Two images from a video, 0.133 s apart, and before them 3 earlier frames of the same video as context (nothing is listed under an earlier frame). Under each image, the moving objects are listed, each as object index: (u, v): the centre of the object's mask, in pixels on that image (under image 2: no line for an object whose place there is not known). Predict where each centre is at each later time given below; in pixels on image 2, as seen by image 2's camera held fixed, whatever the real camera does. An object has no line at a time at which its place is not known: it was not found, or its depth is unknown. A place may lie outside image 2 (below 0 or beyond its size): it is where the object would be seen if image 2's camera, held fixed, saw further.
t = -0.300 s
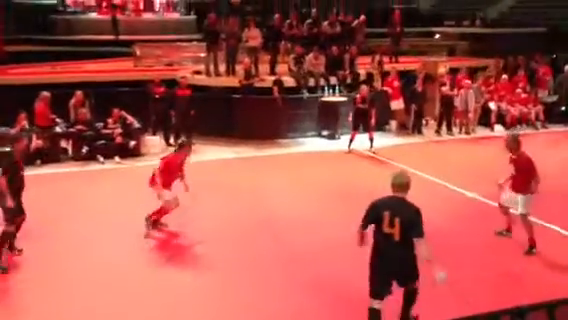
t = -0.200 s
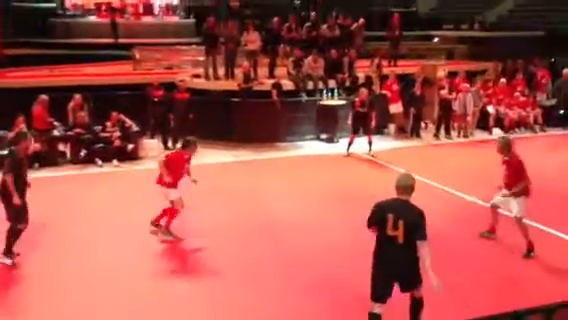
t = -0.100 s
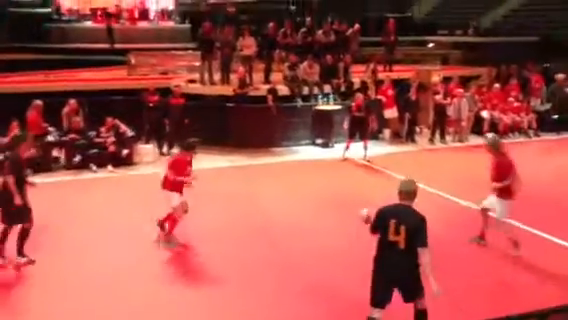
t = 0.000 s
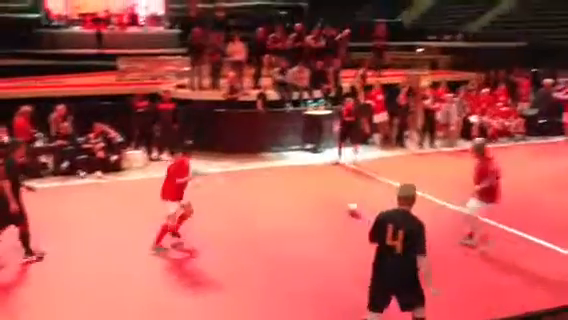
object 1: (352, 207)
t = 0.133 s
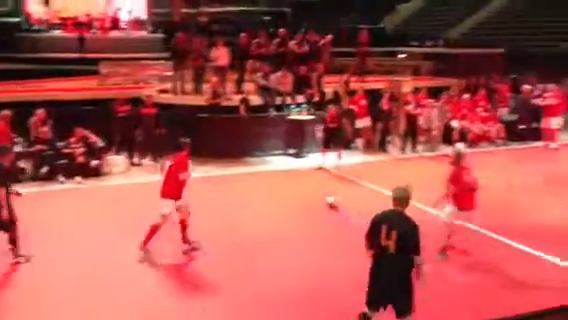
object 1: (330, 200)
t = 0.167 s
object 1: (331, 198)
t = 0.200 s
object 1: (330, 197)
